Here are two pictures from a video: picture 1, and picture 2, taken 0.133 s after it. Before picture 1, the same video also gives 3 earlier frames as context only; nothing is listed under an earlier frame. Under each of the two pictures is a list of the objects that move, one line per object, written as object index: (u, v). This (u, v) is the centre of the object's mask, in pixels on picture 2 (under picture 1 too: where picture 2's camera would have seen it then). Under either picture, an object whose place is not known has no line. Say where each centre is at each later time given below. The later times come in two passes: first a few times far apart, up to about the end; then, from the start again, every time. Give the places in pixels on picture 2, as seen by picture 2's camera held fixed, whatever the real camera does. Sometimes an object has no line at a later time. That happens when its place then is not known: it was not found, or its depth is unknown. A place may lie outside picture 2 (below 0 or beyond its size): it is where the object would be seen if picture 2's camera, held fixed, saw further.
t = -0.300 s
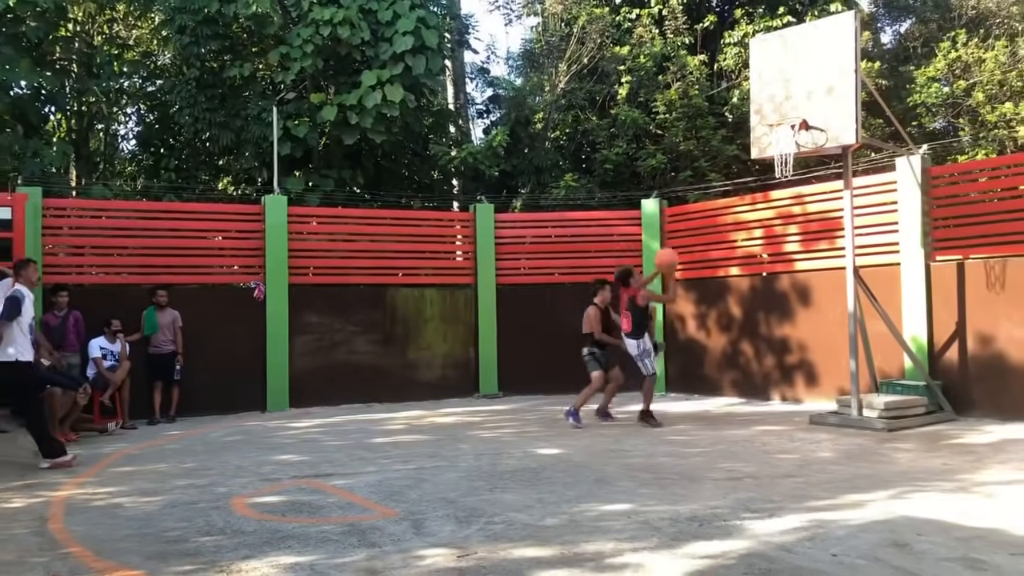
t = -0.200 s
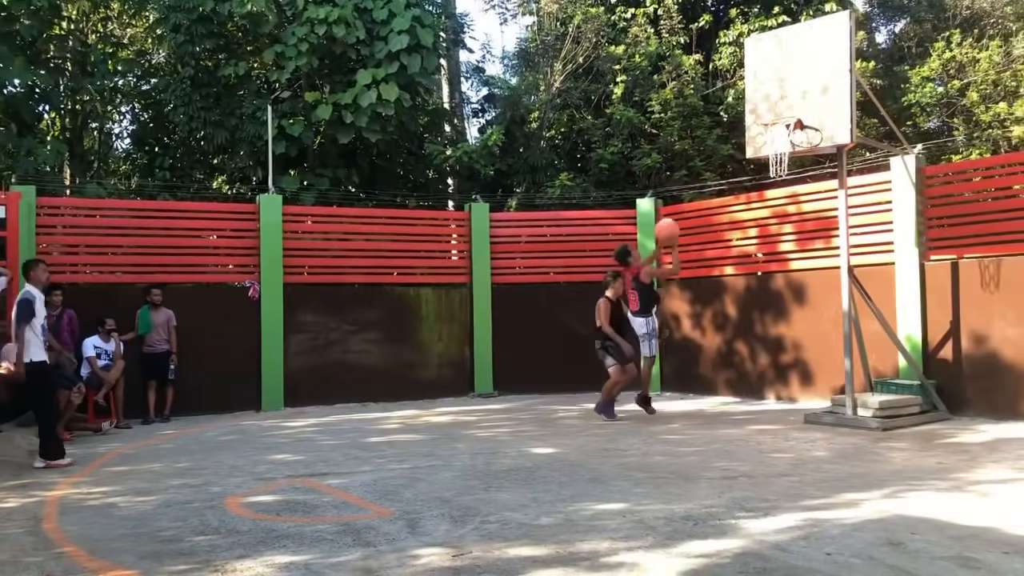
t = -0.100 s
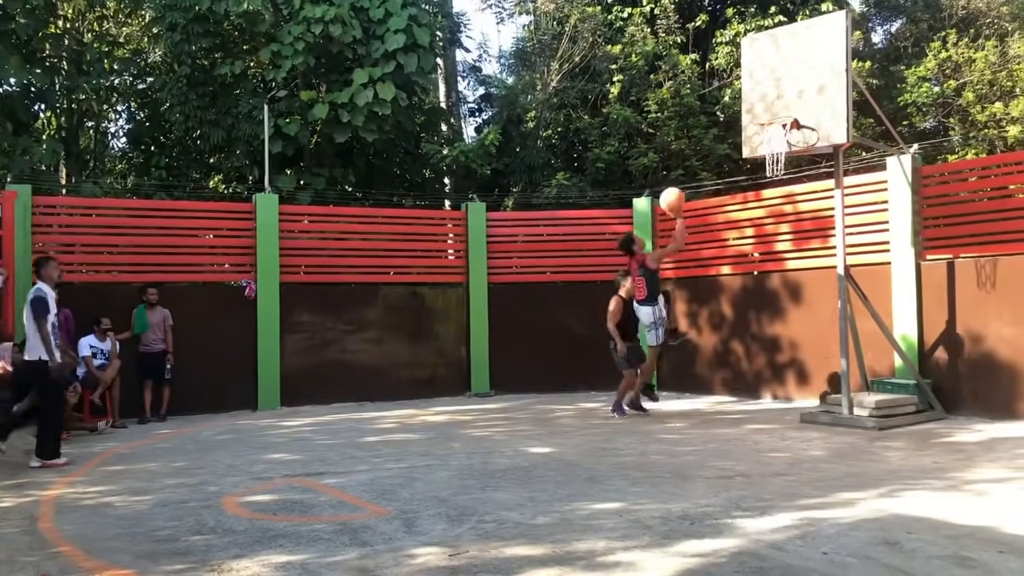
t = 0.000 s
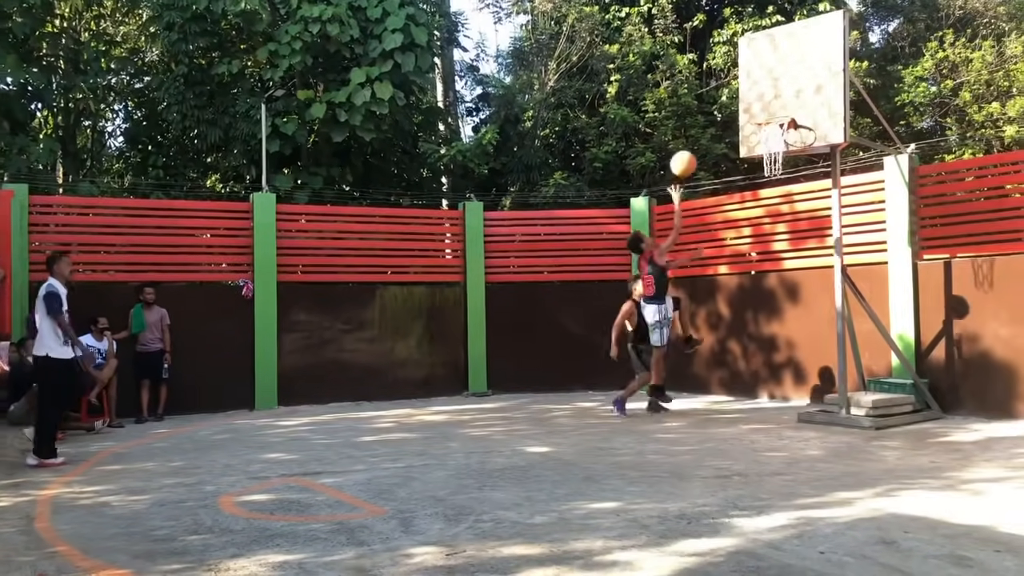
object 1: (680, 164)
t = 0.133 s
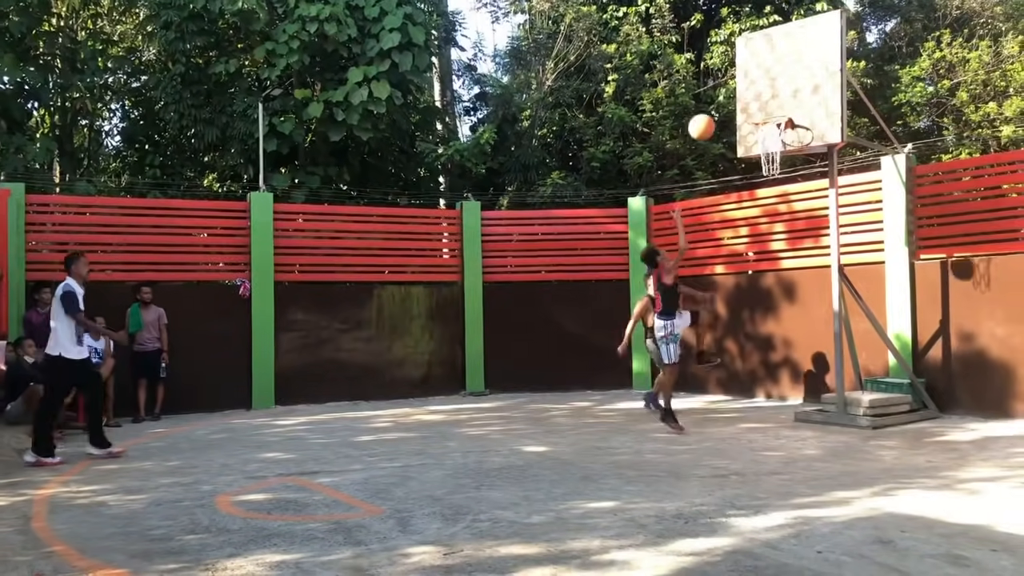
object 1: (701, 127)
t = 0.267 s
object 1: (722, 108)
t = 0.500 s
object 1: (756, 110)
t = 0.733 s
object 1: (766, 114)
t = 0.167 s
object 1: (706, 121)
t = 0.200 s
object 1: (712, 115)
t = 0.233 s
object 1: (717, 111)
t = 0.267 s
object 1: (722, 108)
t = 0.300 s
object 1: (728, 106)
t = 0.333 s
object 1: (733, 105)
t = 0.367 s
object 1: (739, 106)
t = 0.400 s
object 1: (744, 108)
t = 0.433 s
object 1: (752, 110)
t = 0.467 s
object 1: (754, 111)
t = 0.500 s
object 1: (756, 110)
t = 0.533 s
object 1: (757, 108)
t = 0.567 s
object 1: (758, 107)
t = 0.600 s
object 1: (758, 105)
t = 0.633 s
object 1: (761, 106)
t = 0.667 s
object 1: (762, 108)
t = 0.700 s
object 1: (763, 110)
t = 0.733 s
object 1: (766, 114)
